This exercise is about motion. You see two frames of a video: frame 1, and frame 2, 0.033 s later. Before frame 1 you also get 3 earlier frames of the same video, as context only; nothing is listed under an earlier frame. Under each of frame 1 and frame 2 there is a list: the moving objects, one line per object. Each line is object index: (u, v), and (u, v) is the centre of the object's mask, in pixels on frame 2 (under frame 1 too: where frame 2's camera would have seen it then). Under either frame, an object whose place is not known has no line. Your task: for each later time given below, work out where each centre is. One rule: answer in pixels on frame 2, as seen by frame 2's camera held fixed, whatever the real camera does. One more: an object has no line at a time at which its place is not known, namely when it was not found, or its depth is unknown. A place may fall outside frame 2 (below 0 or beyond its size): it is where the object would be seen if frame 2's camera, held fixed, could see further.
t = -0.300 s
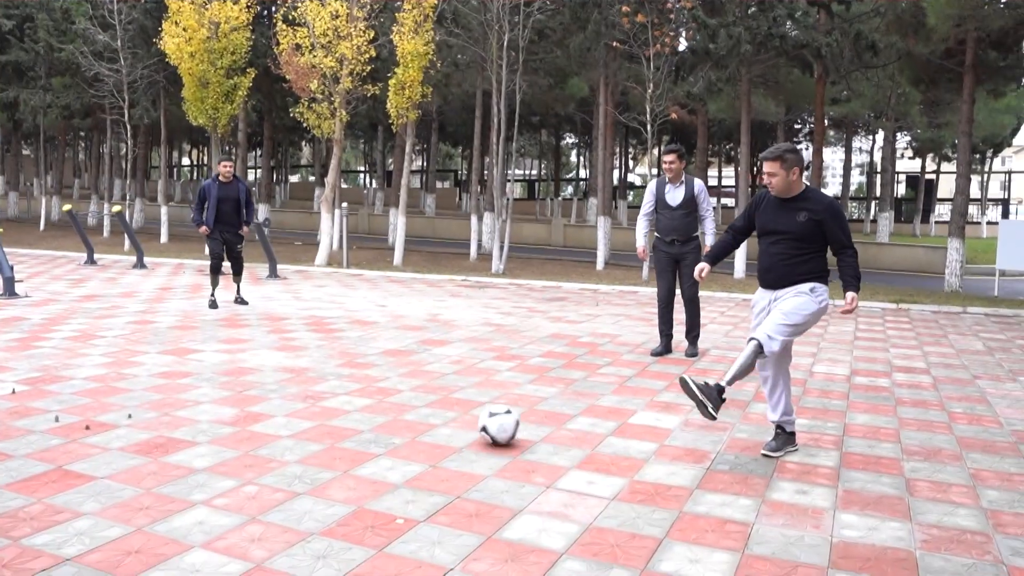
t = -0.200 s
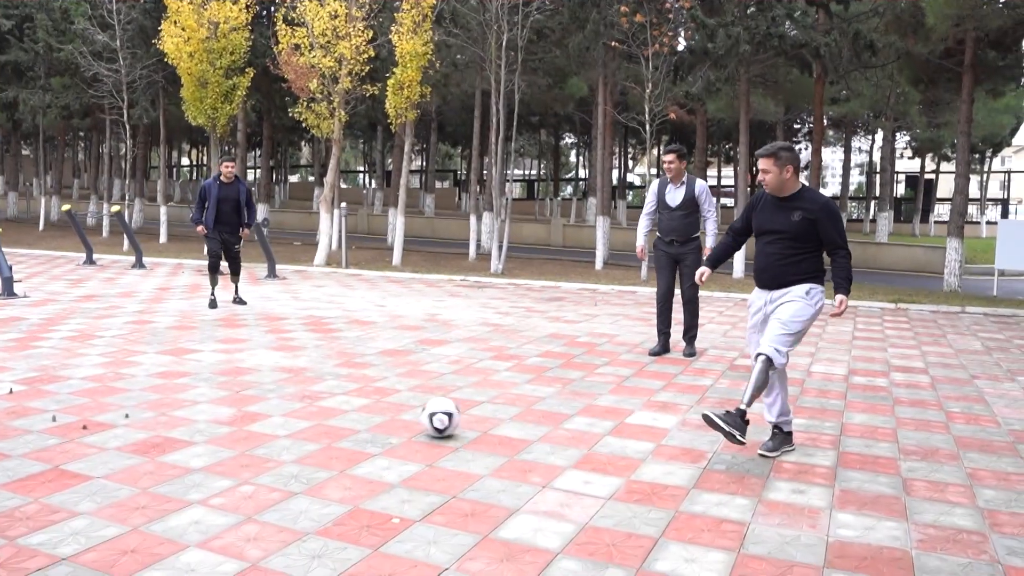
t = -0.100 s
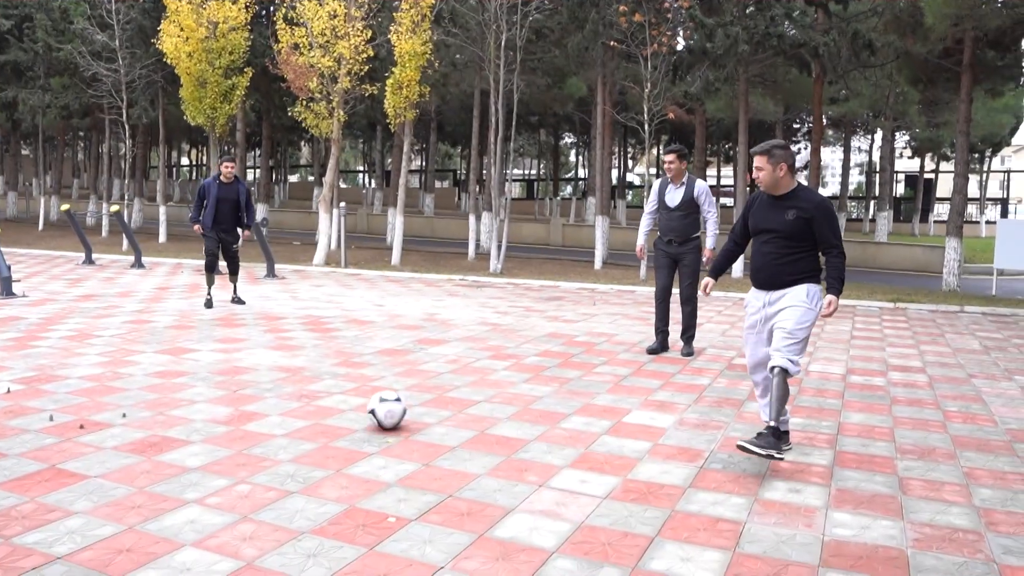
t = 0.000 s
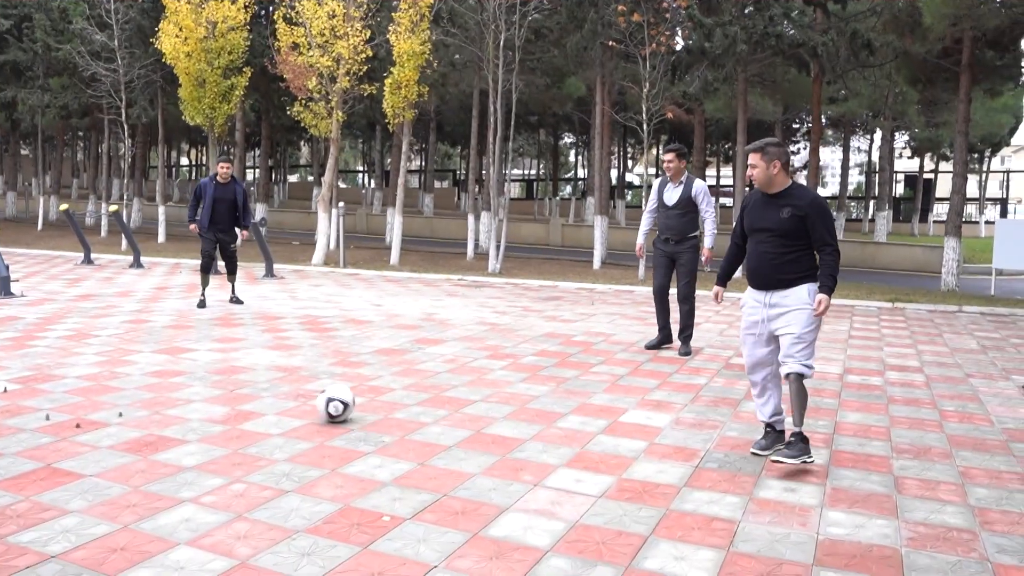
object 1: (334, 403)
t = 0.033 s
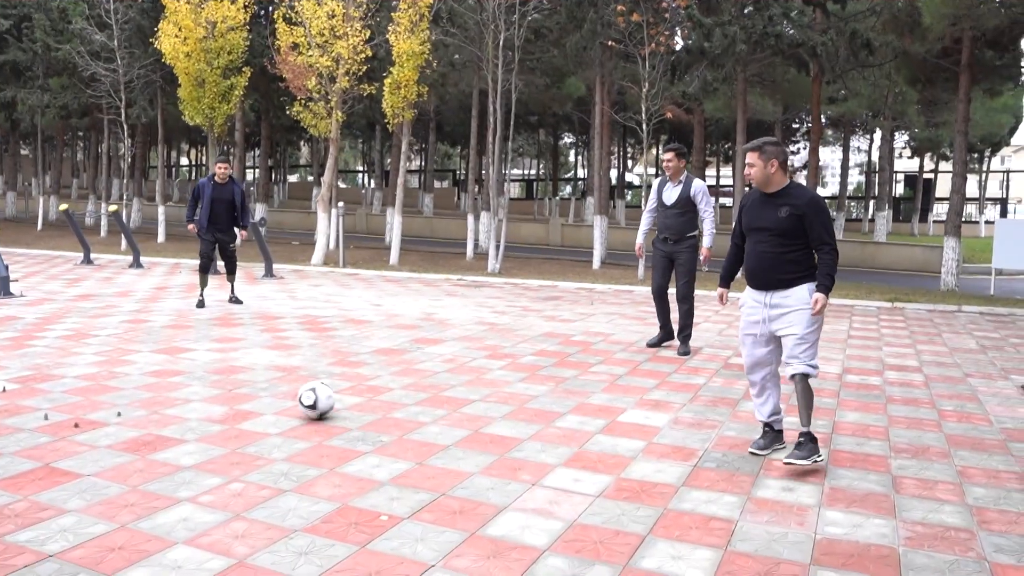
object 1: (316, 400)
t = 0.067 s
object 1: (299, 399)
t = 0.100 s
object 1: (291, 397)
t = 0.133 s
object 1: (274, 395)
